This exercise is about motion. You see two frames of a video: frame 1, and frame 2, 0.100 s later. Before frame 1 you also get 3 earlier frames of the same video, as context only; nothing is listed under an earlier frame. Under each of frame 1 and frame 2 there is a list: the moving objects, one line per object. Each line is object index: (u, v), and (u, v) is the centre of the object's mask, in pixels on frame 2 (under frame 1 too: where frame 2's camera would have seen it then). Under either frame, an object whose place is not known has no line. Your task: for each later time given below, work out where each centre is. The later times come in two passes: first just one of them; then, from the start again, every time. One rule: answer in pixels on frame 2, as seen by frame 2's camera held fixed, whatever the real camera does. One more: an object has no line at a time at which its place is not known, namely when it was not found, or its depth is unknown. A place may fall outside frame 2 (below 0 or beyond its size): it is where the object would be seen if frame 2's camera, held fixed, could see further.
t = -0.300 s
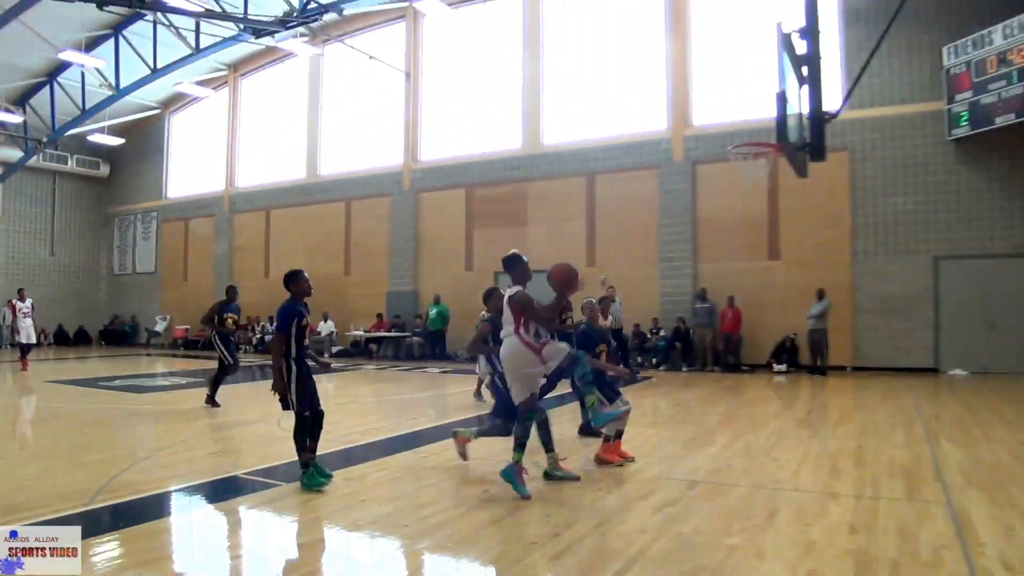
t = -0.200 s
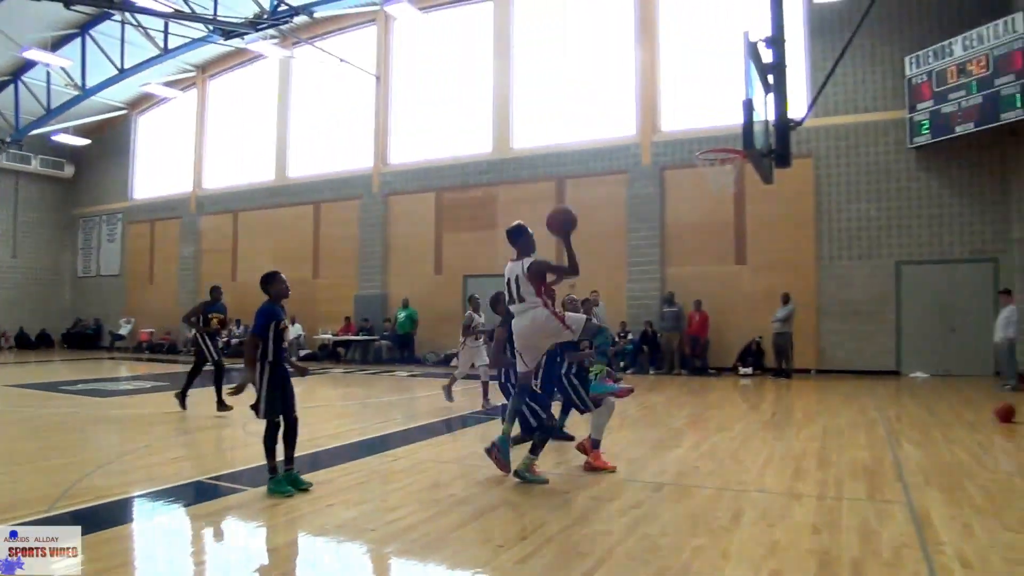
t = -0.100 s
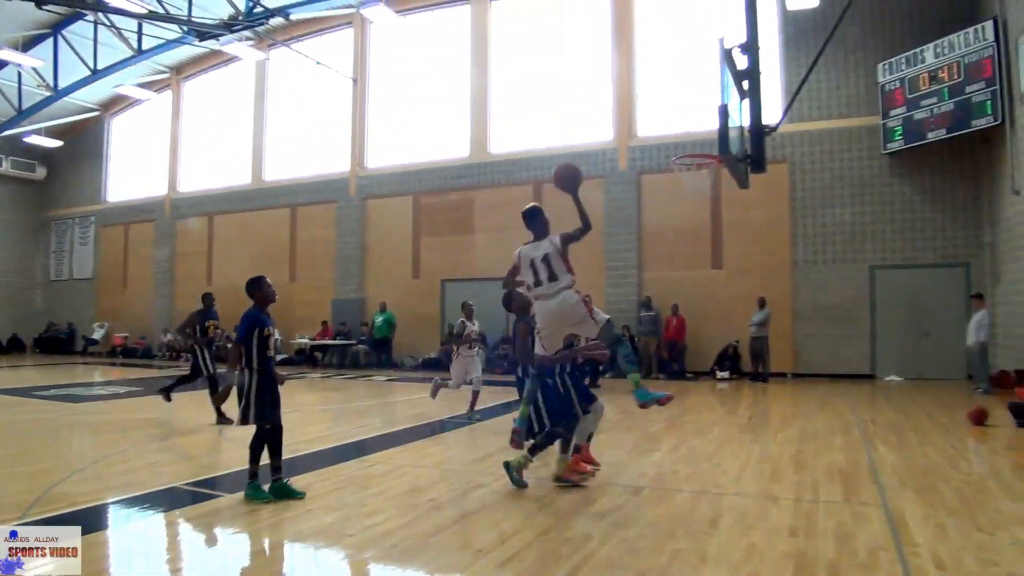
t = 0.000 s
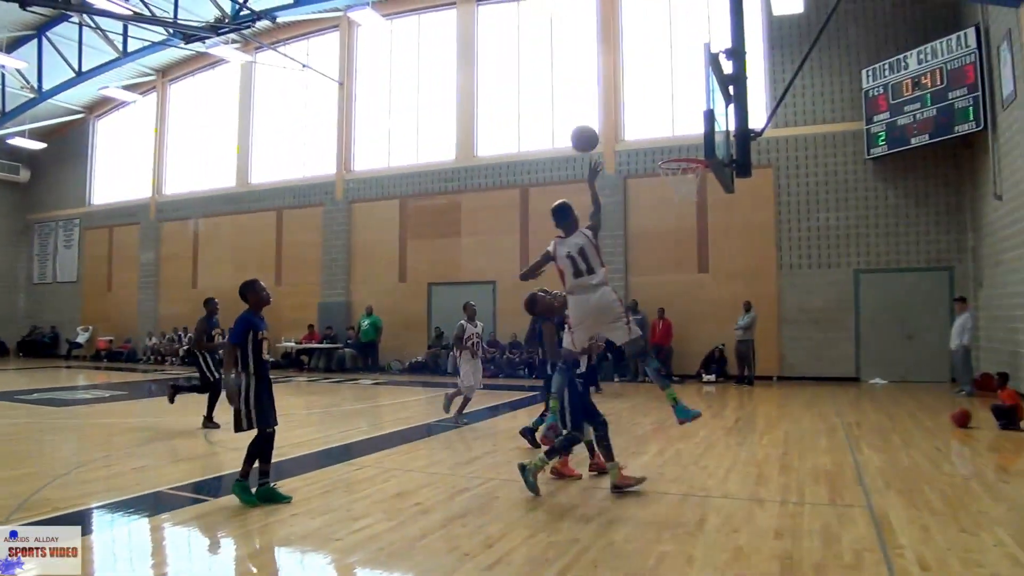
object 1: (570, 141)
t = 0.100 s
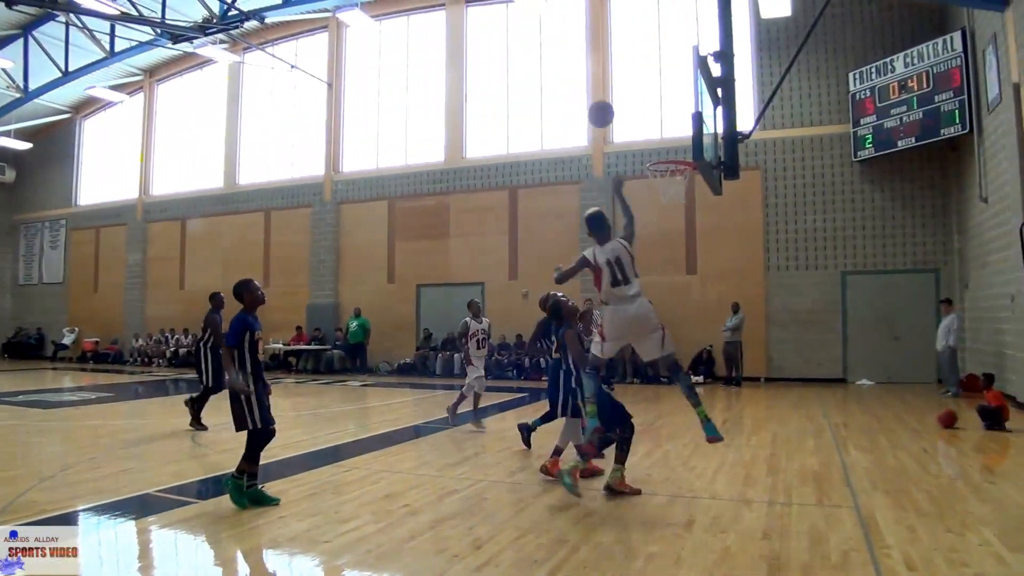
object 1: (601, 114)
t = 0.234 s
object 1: (634, 99)
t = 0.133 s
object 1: (609, 108)
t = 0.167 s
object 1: (617, 104)
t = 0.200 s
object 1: (626, 101)
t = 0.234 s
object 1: (634, 99)
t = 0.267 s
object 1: (642, 99)
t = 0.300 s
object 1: (649, 99)
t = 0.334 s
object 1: (656, 101)
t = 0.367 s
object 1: (664, 104)
